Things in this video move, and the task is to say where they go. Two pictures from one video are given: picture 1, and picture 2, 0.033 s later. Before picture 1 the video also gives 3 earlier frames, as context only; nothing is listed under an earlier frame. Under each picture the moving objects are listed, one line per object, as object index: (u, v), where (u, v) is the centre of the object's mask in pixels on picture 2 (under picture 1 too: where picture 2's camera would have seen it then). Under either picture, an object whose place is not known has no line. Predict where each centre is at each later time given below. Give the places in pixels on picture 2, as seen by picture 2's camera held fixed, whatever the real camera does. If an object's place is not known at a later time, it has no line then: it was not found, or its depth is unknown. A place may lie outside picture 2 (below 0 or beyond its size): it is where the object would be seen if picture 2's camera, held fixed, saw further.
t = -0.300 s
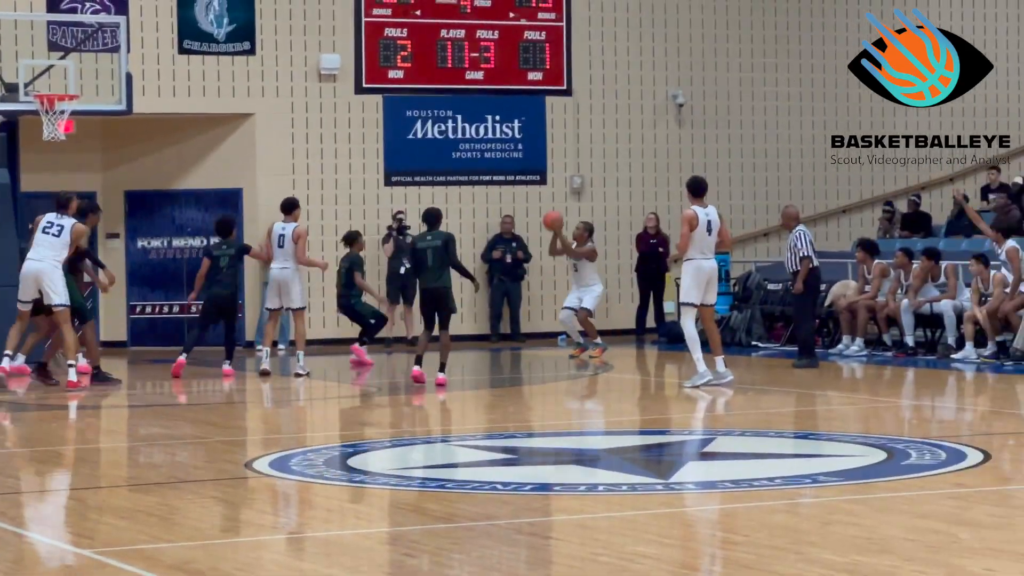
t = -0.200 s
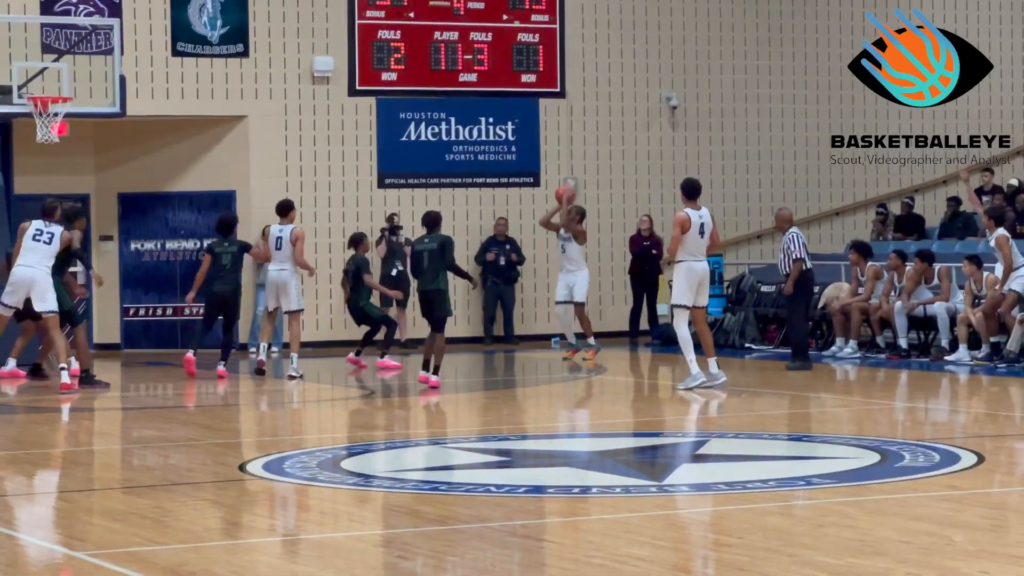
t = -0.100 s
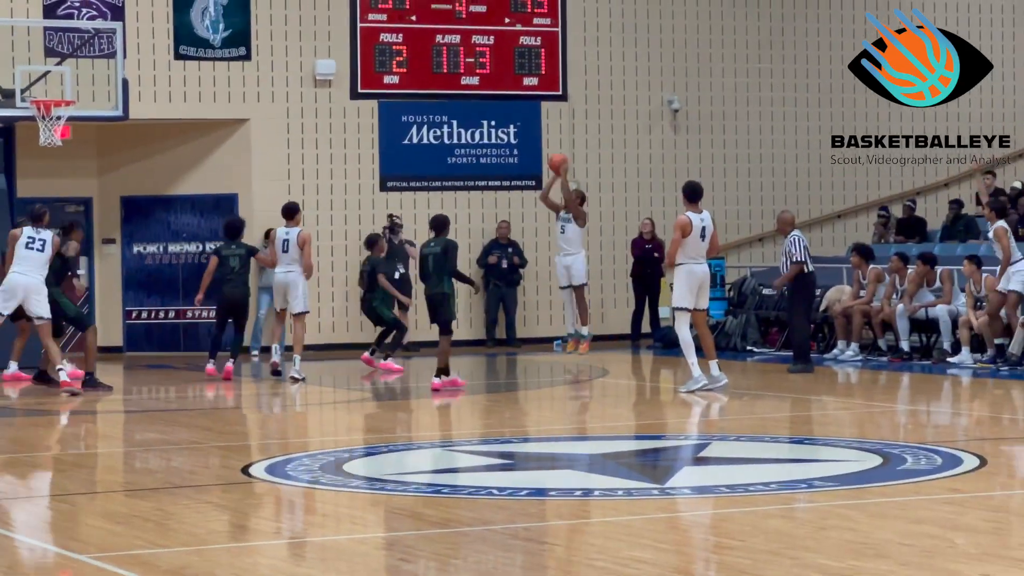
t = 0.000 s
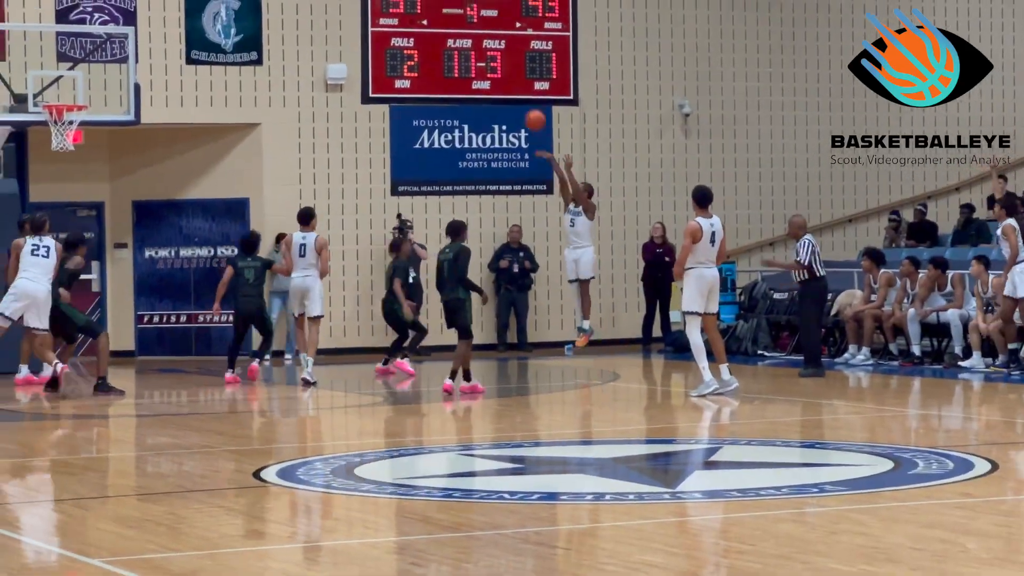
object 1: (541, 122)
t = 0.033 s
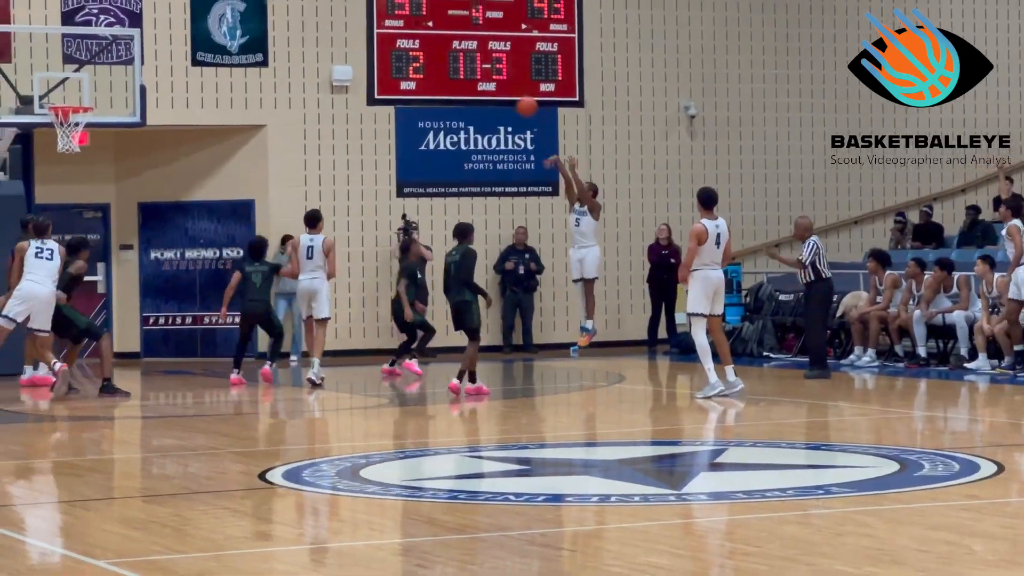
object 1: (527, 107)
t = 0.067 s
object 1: (512, 92)
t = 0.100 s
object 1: (499, 78)
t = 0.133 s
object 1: (485, 66)
